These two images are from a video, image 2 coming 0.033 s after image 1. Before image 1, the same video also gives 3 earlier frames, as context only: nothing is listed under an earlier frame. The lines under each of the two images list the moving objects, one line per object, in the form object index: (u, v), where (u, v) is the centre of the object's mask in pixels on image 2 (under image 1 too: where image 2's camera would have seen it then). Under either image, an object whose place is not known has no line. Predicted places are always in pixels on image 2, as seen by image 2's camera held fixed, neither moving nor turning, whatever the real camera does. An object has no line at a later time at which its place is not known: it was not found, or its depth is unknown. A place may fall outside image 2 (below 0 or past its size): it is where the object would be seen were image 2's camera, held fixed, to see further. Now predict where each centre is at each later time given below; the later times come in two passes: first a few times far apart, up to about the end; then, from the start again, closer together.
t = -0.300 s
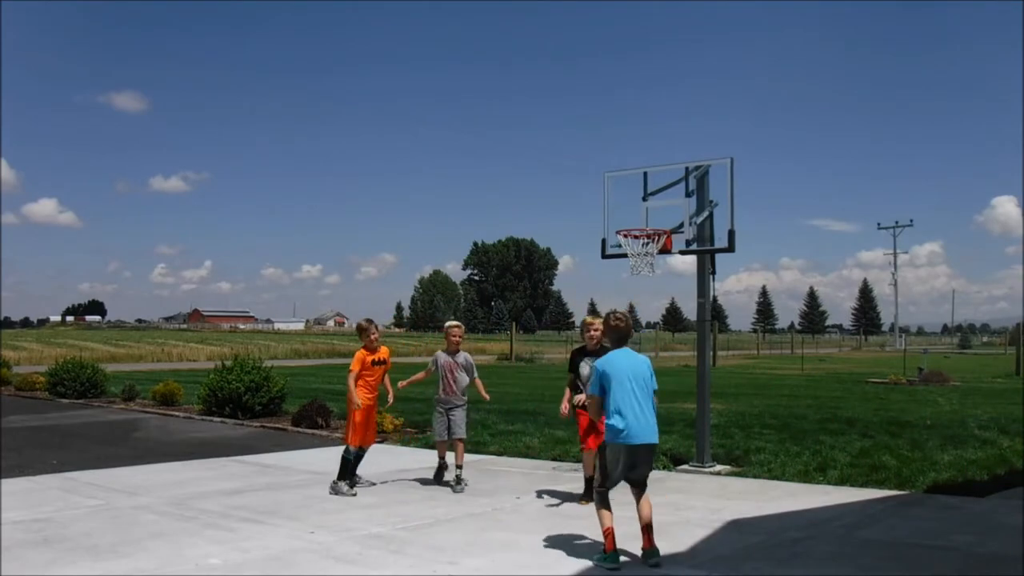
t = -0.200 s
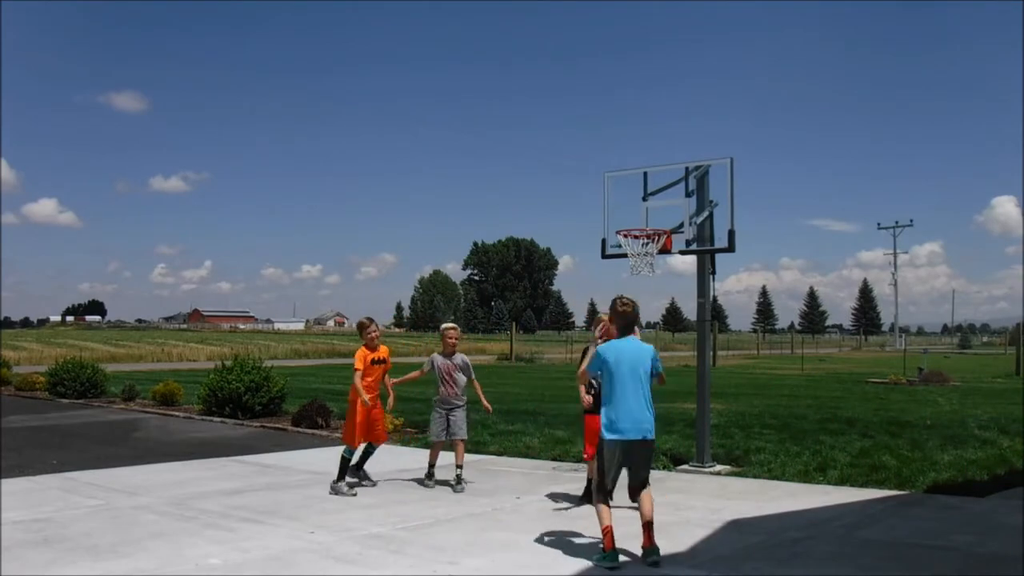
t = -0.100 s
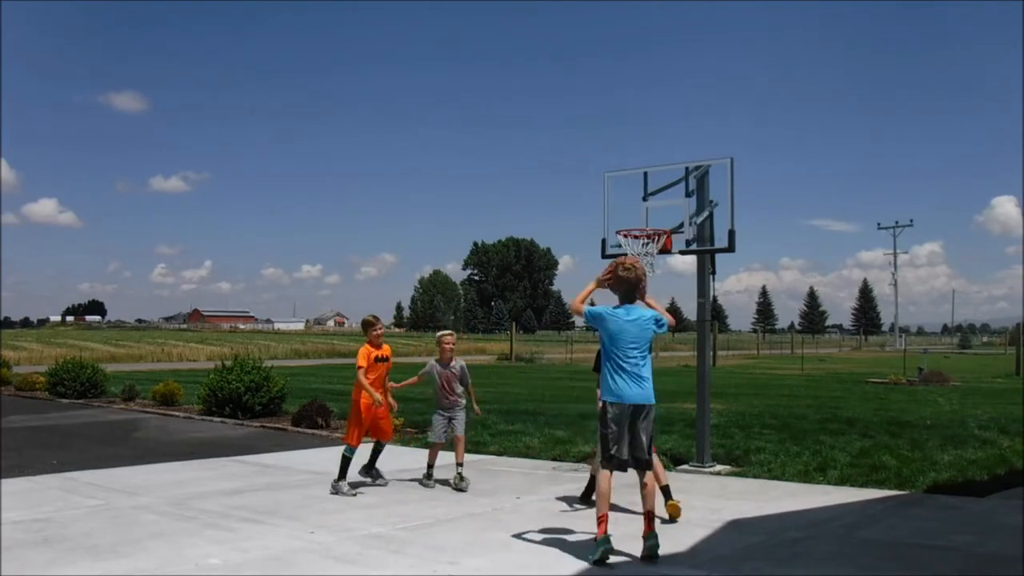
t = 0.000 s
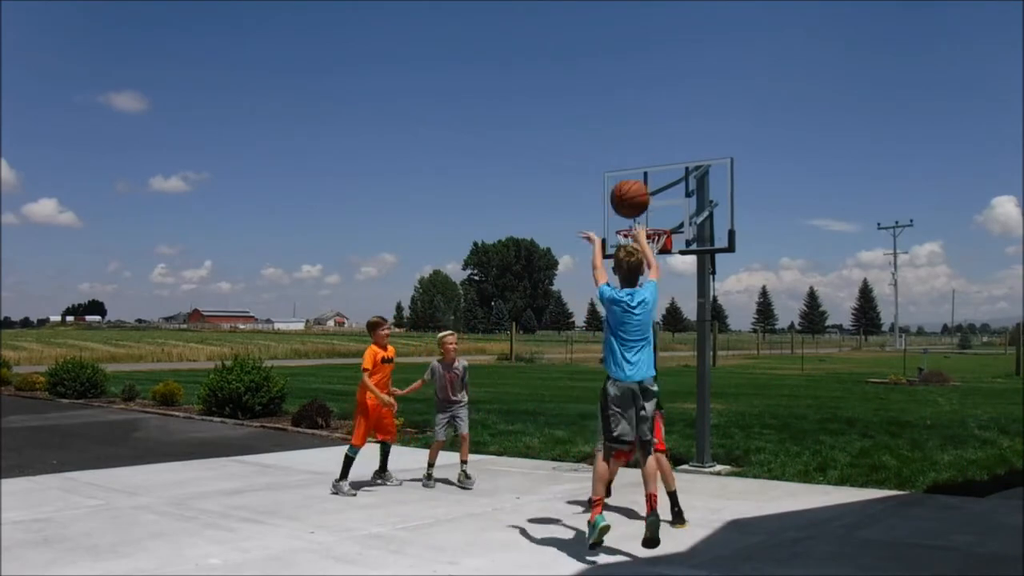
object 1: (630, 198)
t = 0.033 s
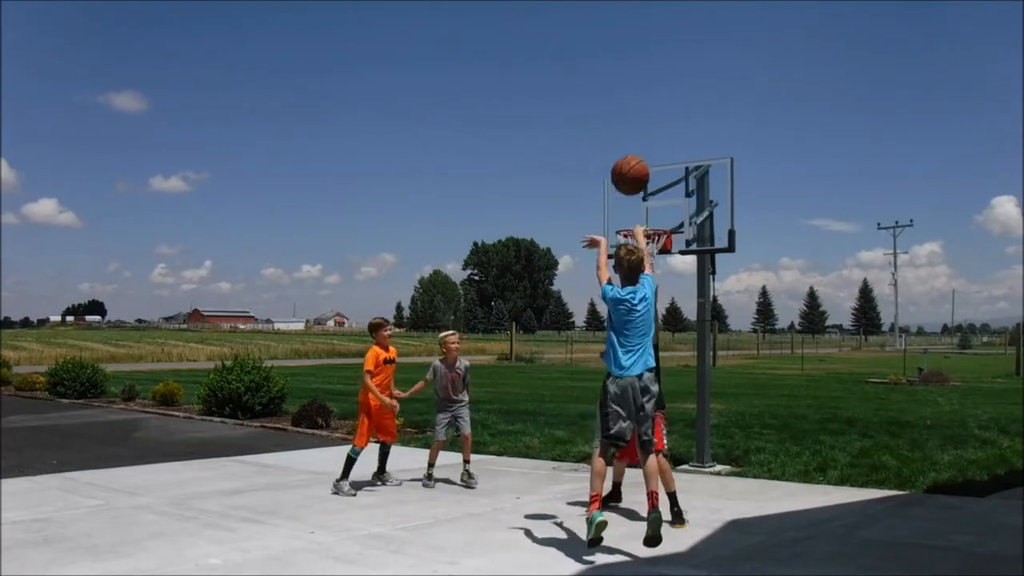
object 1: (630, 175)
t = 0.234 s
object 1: (631, 86)
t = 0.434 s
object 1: (631, 65)
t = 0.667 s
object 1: (632, 103)
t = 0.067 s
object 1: (630, 155)
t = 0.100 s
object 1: (631, 137)
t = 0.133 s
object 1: (631, 121)
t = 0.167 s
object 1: (631, 107)
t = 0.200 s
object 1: (631, 96)
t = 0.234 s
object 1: (631, 86)
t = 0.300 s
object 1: (631, 73)
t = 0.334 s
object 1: (631, 68)
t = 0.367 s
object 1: (631, 66)
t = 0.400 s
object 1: (631, 65)
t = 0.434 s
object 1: (631, 65)
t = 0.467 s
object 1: (631, 67)
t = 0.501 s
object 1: (631, 70)
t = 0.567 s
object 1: (632, 79)
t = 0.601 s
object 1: (632, 86)
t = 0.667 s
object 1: (632, 103)
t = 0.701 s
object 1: (632, 113)
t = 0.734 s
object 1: (632, 125)
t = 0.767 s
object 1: (632, 137)
